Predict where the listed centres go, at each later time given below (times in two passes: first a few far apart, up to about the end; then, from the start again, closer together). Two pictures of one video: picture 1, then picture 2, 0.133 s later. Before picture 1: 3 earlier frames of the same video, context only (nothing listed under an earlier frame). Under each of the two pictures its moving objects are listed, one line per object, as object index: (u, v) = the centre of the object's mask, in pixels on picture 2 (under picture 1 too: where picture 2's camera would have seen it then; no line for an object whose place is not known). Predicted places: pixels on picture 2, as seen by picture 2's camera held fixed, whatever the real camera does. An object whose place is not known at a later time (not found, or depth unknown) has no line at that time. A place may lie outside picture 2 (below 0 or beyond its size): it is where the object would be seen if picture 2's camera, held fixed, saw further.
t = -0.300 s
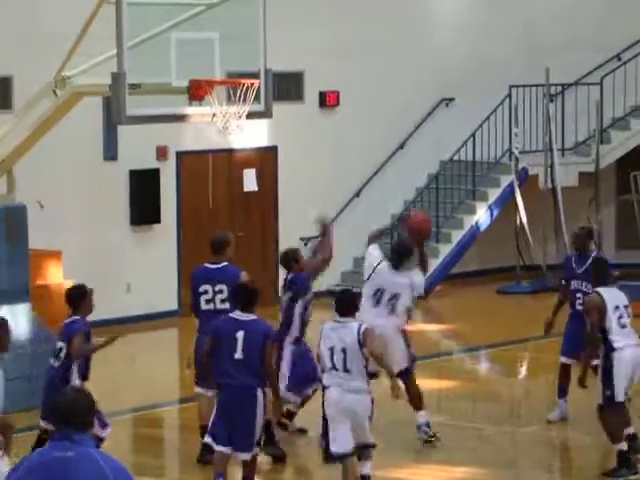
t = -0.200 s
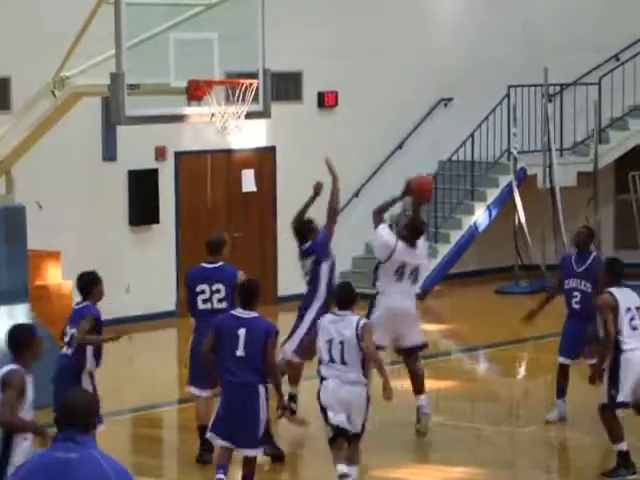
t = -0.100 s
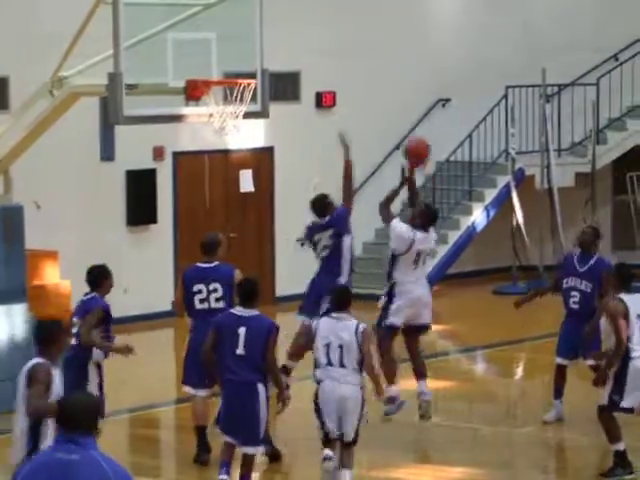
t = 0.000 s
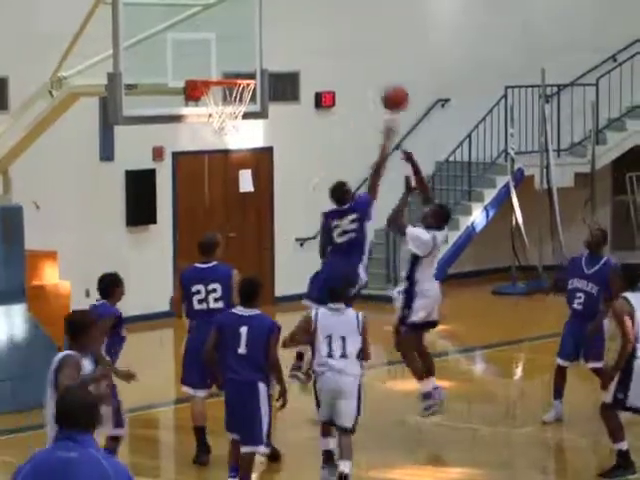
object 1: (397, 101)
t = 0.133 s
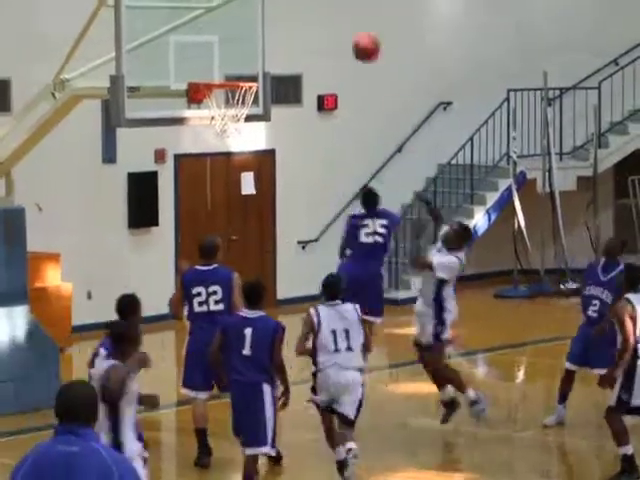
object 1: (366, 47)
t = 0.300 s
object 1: (328, 11)
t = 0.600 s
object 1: (259, 24)
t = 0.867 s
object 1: (240, 68)
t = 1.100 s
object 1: (298, 92)
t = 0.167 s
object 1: (358, 38)
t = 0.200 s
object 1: (351, 29)
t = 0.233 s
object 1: (343, 22)
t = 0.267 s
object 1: (335, 16)
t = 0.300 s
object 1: (328, 11)
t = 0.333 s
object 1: (321, 7)
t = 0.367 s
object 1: (312, 5)
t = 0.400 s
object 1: (305, 4)
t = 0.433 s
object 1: (296, 4)
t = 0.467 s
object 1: (289, 5)
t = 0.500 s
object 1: (281, 8)
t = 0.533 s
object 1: (273, 12)
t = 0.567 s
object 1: (266, 17)
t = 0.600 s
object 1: (259, 24)
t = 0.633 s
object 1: (252, 33)
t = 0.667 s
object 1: (244, 40)
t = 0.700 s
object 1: (238, 51)
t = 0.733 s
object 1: (231, 60)
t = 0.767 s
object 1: (225, 71)
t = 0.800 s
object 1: (222, 70)
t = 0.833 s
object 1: (231, 68)
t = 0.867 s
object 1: (240, 68)
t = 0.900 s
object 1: (247, 67)
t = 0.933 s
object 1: (255, 69)
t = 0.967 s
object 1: (265, 71)
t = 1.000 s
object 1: (274, 74)
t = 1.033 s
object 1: (283, 78)
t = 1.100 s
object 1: (298, 92)
